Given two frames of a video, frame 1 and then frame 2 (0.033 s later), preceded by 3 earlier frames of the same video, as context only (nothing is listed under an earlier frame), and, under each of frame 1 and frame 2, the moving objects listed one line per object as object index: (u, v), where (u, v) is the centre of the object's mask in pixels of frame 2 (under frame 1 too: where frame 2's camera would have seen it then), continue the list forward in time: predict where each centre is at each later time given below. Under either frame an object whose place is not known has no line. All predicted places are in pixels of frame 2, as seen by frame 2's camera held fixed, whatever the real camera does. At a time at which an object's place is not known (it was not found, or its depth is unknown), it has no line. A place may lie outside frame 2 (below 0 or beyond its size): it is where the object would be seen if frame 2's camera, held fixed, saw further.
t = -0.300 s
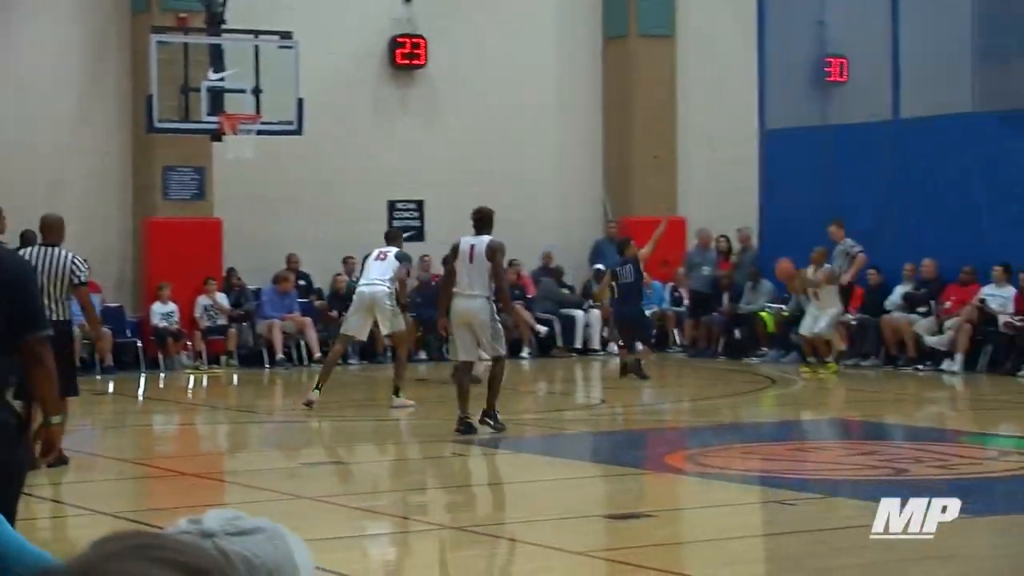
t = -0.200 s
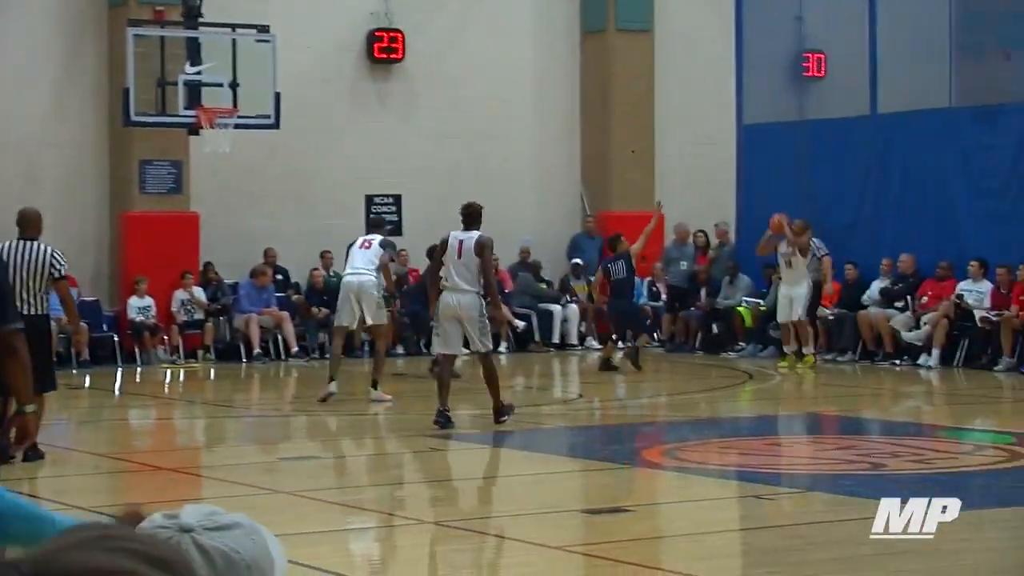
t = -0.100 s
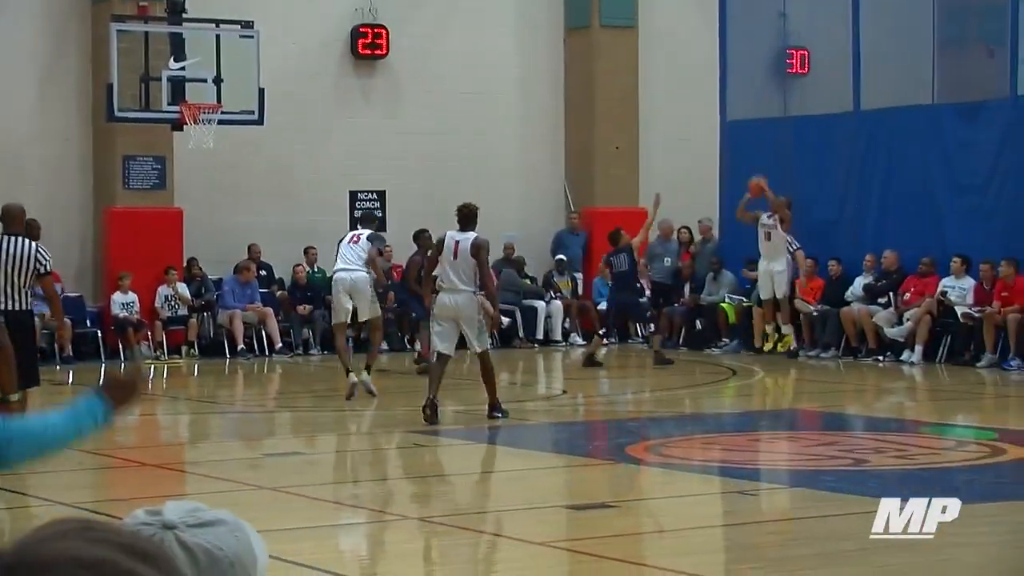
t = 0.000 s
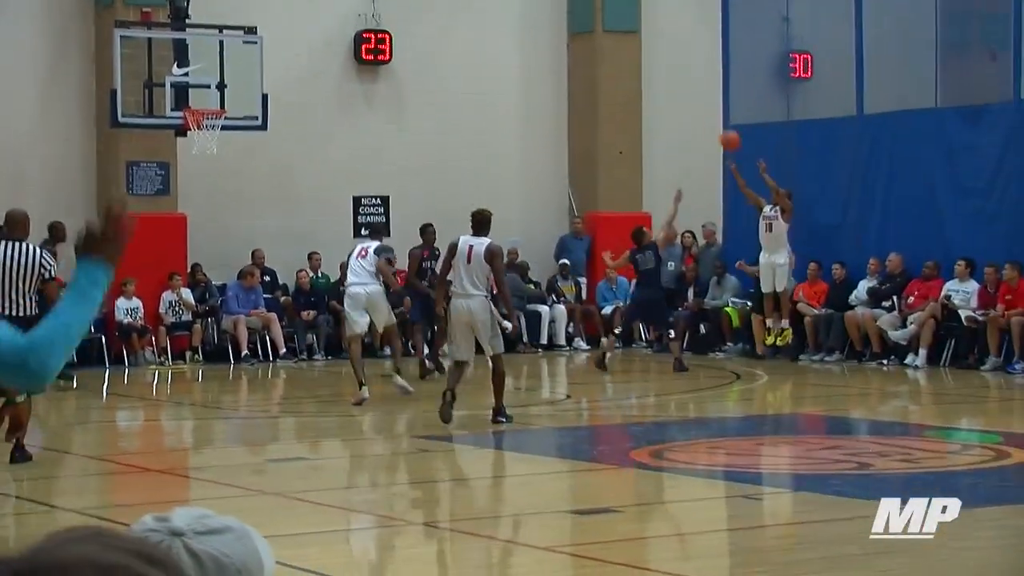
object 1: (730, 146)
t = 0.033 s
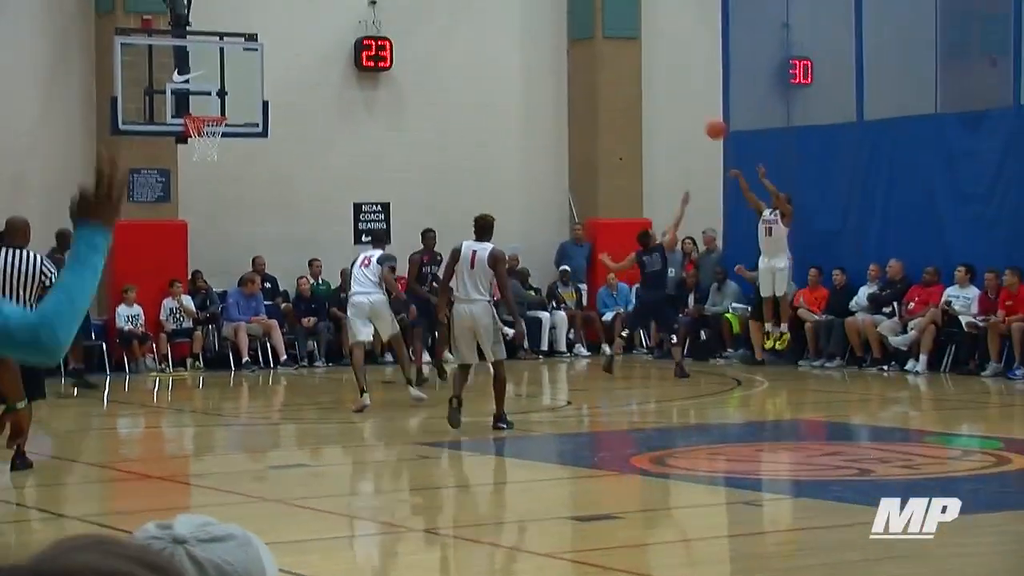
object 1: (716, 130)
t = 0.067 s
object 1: (701, 112)
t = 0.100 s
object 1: (687, 97)
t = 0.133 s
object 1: (673, 82)
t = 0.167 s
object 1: (659, 67)
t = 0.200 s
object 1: (645, 54)
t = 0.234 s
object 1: (631, 43)
